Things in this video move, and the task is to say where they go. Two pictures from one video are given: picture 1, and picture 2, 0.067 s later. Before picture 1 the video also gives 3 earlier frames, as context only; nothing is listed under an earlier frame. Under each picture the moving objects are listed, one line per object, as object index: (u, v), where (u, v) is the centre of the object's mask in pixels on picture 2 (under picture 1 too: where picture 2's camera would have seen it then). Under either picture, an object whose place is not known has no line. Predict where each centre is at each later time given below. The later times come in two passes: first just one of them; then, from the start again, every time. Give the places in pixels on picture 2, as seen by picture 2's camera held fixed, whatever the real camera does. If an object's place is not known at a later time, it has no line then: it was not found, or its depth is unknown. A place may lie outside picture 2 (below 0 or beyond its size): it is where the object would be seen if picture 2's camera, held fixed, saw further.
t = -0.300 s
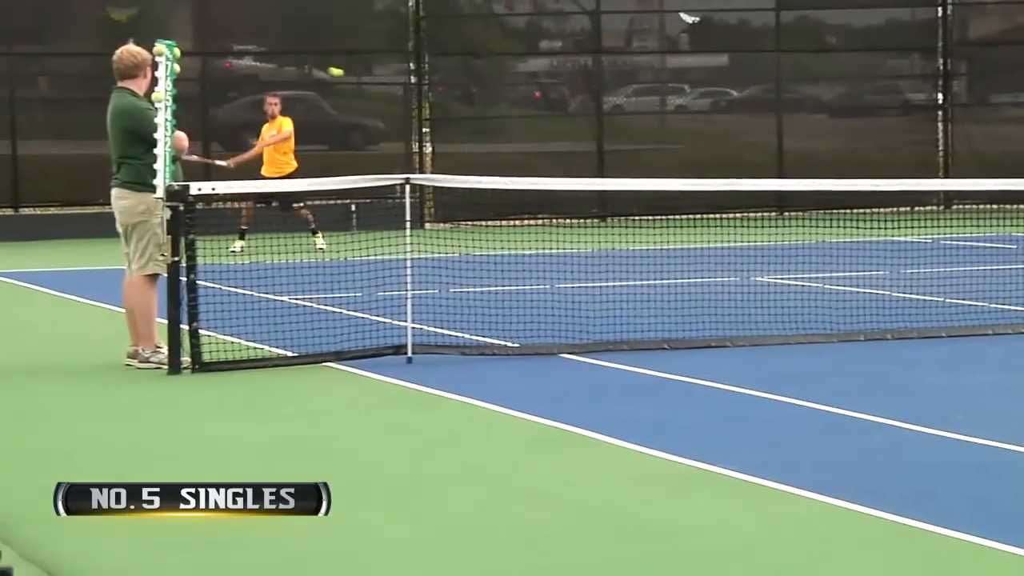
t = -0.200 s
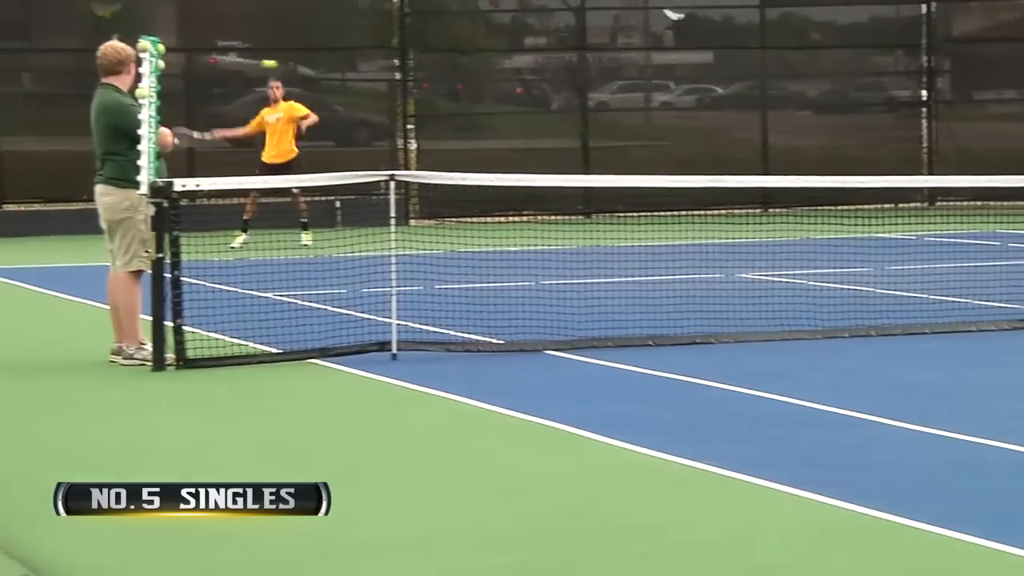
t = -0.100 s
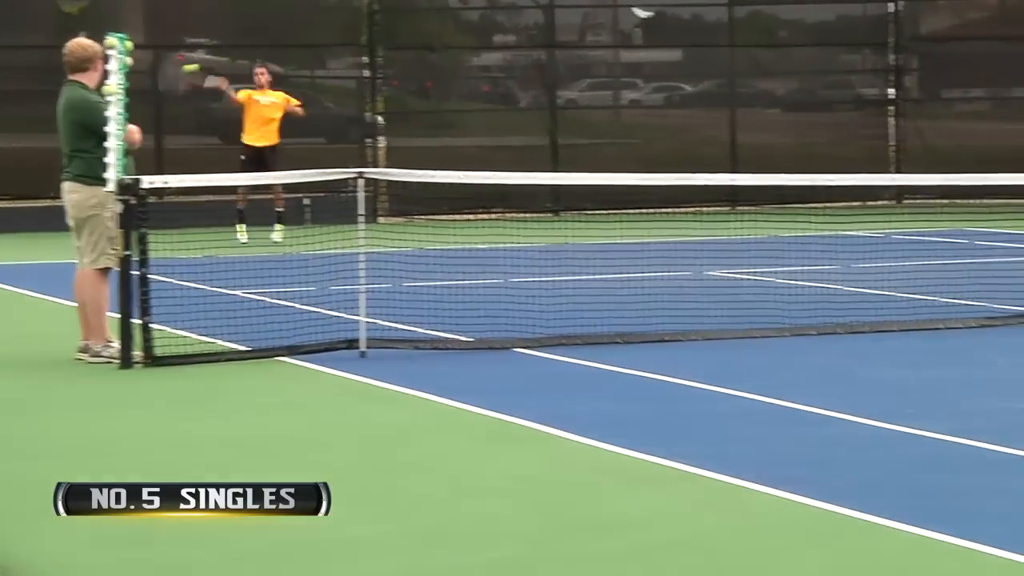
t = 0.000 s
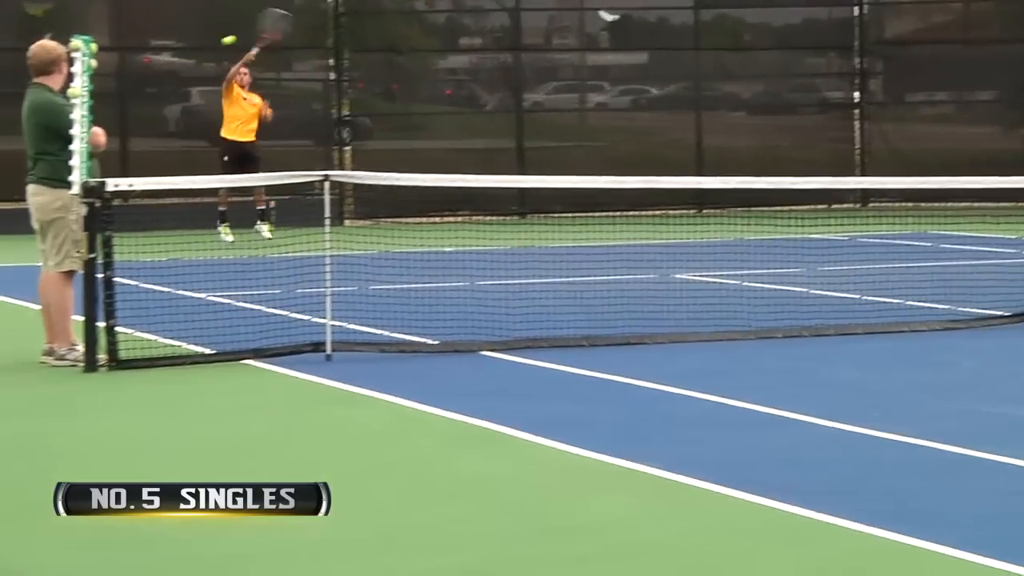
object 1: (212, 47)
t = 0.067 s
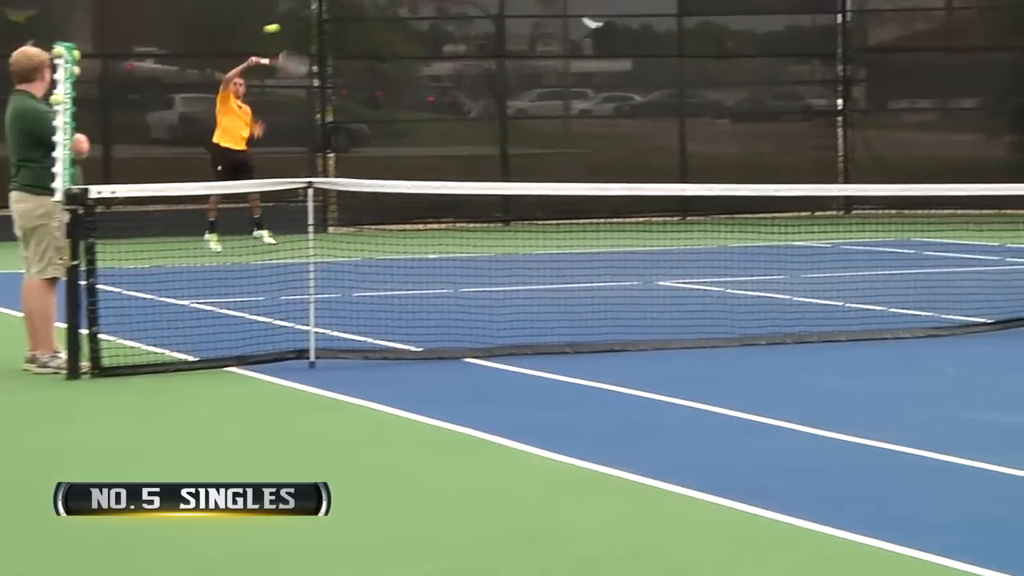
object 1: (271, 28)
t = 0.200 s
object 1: (398, 7)
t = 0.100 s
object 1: (302, 21)
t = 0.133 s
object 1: (333, 15)
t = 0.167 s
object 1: (366, 10)
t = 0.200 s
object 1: (398, 7)
